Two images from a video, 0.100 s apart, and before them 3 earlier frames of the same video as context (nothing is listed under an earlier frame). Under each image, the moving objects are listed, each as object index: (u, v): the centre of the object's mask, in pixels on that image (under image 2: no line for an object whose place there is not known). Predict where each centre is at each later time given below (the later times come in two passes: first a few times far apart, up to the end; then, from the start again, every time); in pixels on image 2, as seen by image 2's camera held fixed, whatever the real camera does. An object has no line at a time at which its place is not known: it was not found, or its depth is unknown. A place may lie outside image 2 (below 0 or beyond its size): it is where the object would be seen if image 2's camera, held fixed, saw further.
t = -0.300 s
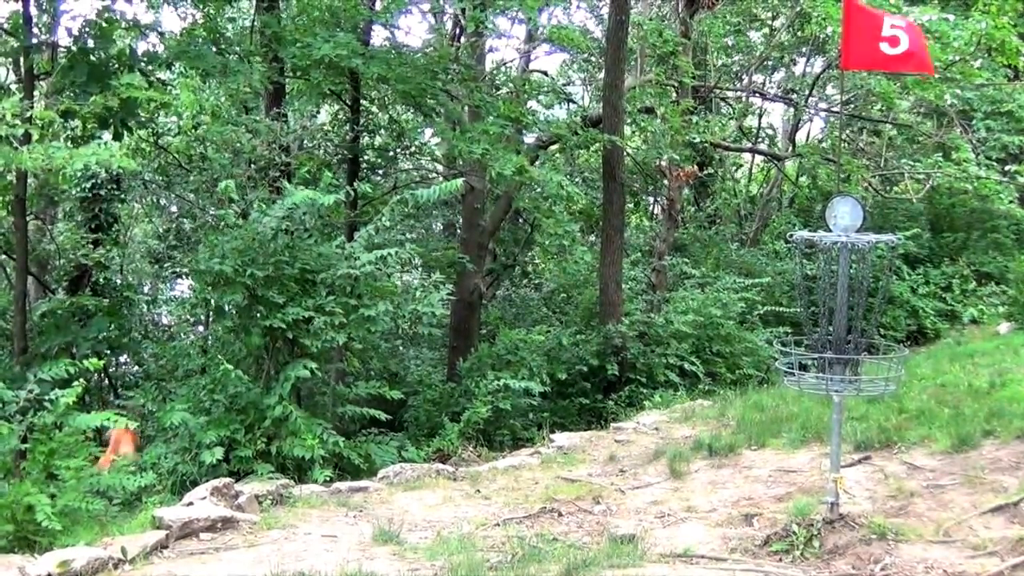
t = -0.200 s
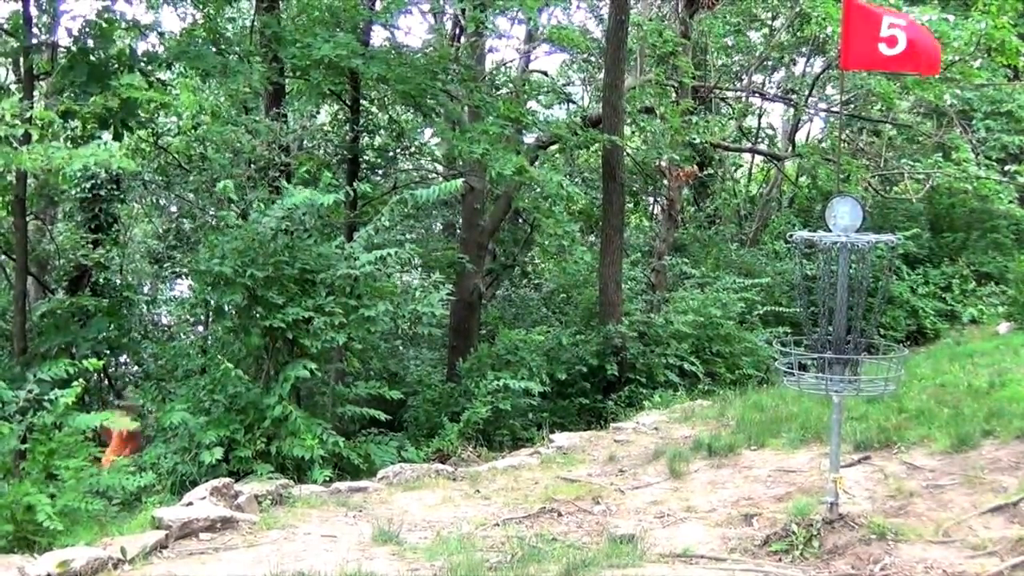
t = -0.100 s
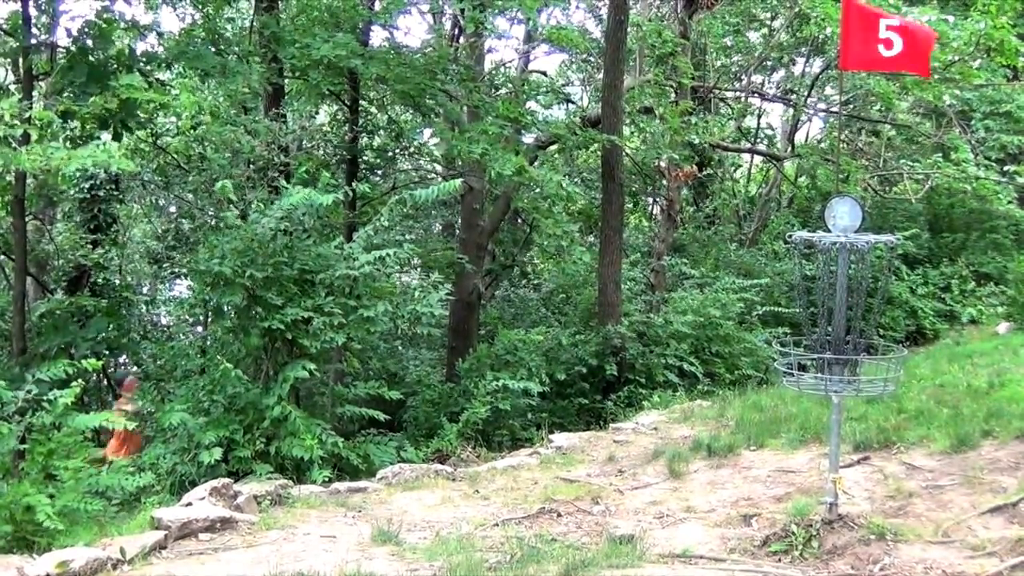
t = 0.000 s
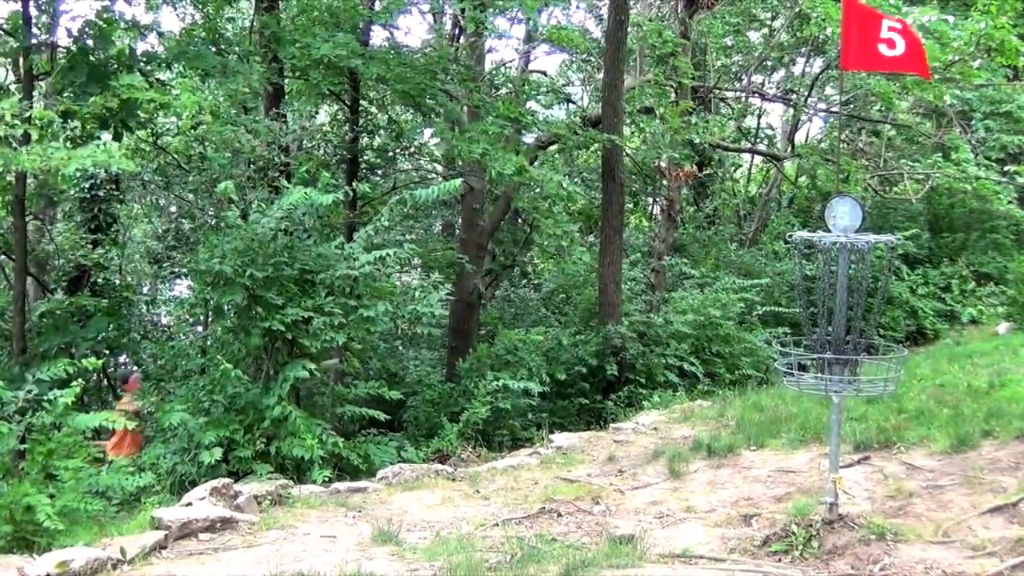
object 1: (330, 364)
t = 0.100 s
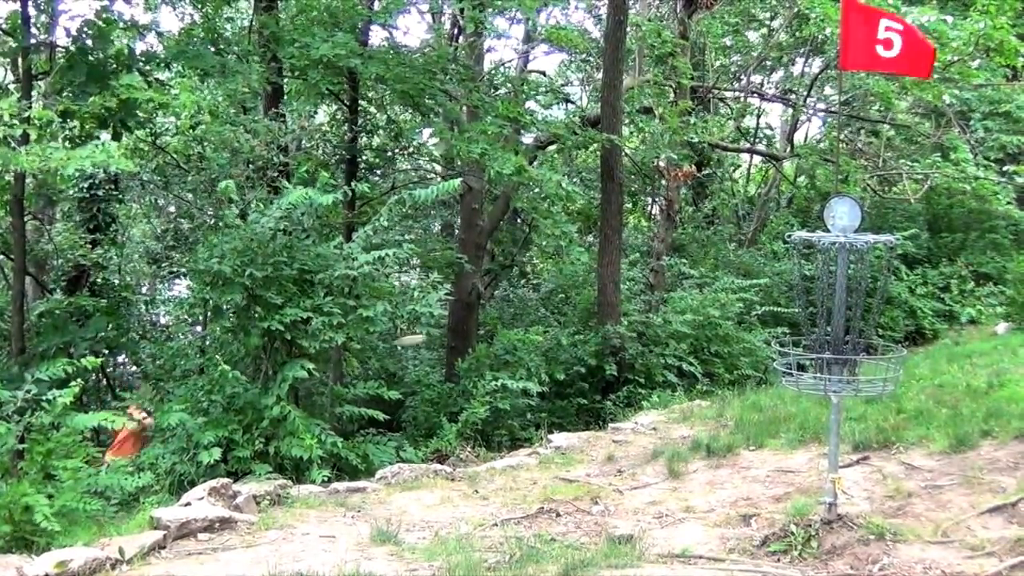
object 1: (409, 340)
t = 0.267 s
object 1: (535, 324)
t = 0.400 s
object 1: (652, 322)
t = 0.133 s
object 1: (436, 336)
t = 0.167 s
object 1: (459, 332)
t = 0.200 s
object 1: (483, 329)
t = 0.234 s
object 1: (509, 326)
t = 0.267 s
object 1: (535, 324)
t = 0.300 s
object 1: (564, 322)
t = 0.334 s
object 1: (593, 321)
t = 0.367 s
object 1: (621, 322)
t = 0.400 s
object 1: (652, 322)
